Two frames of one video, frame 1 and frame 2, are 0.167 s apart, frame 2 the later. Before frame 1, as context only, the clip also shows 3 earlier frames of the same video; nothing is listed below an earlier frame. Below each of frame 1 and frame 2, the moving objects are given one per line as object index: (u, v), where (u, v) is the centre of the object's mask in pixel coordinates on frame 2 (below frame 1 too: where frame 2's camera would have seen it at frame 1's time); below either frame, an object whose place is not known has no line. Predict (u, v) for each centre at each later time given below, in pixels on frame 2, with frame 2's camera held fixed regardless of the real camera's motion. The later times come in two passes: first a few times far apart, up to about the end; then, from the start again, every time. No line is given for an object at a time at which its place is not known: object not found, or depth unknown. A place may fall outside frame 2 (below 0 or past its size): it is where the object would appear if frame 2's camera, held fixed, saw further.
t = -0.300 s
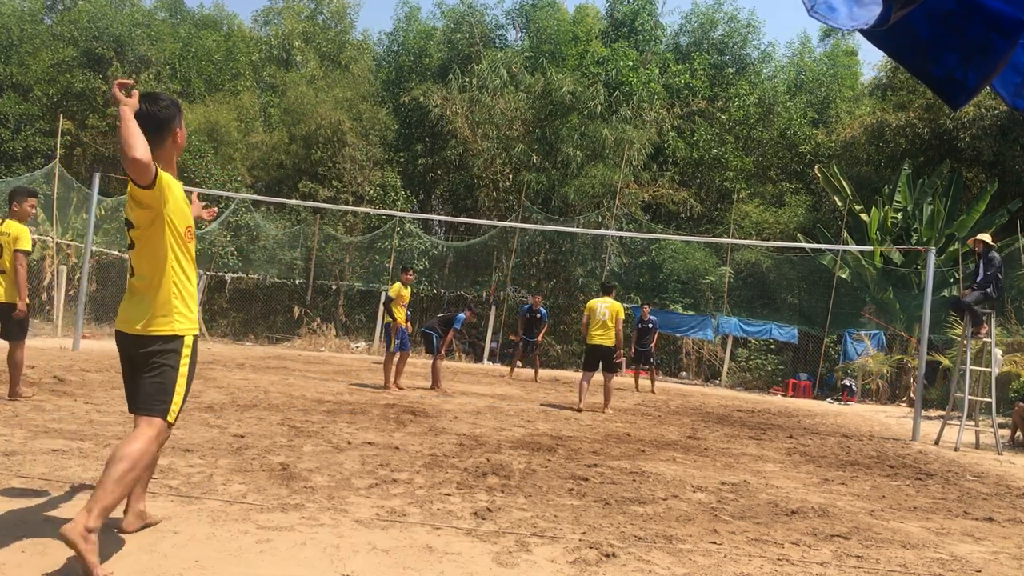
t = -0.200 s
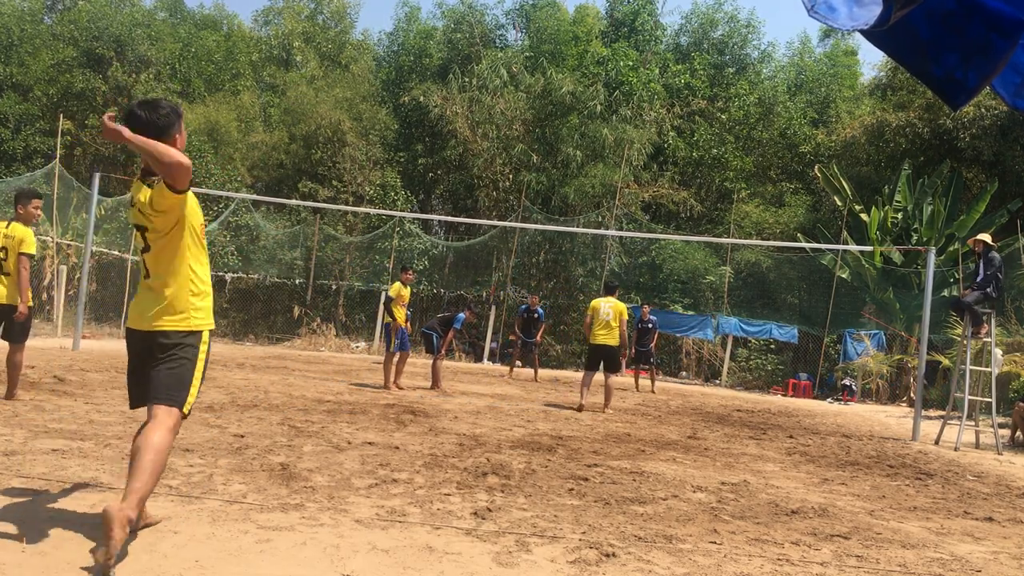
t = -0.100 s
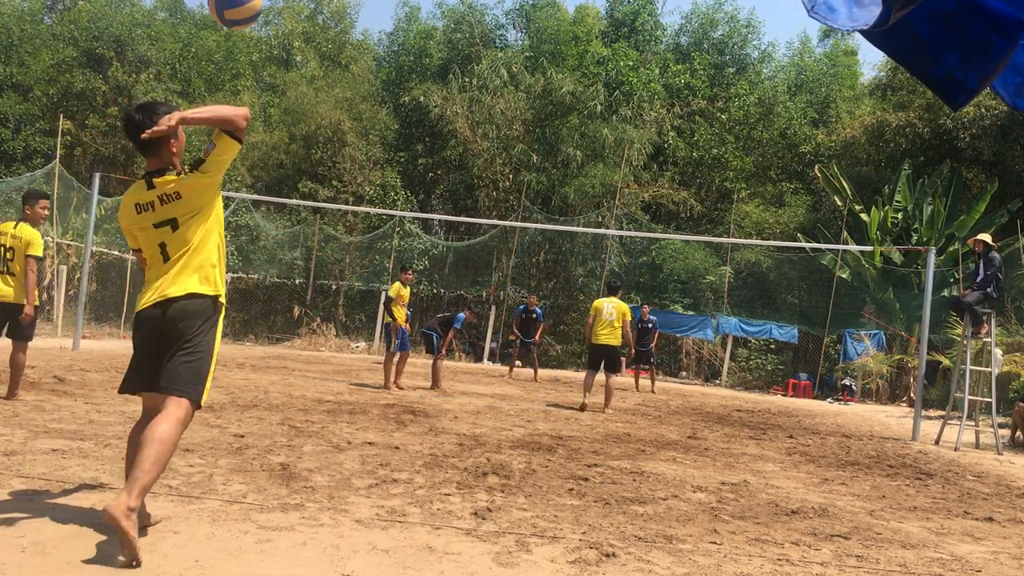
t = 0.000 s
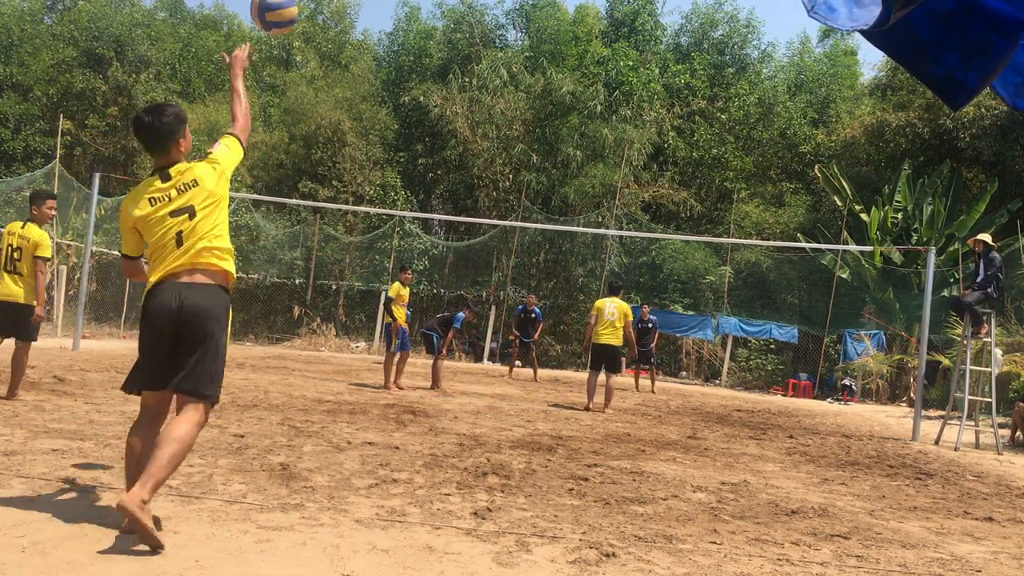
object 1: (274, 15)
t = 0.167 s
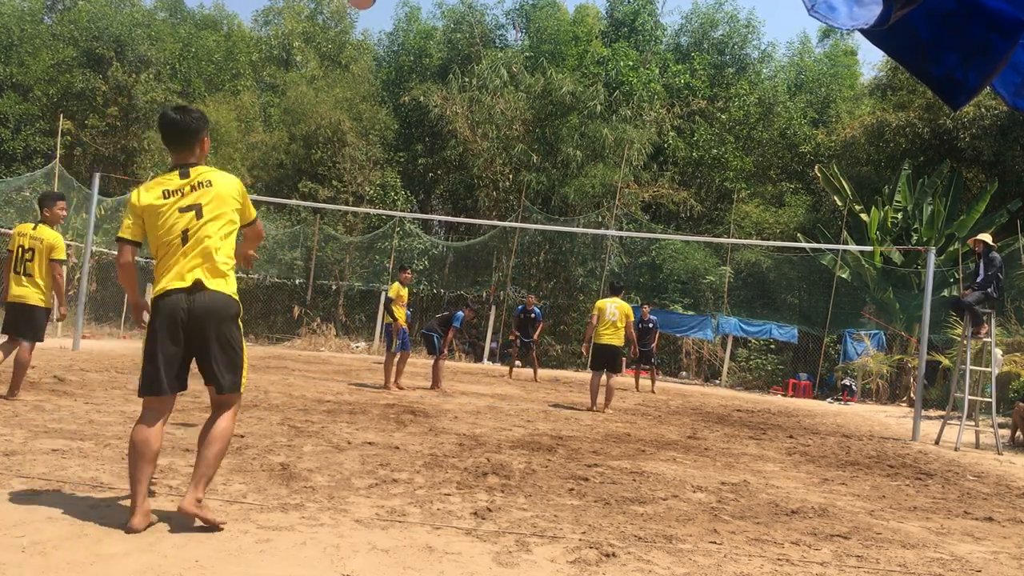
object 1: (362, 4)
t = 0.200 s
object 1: (371, 5)
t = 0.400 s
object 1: (412, 33)
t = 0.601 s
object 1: (435, 90)
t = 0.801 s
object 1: (448, 152)
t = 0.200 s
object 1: (371, 5)
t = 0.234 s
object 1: (380, 6)
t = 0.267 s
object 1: (388, 9)
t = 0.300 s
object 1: (394, 12)
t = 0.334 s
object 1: (400, 19)
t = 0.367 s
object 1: (406, 25)
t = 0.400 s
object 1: (412, 33)
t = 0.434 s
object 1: (416, 42)
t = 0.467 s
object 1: (421, 52)
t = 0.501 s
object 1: (425, 61)
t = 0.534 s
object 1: (428, 70)
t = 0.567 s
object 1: (431, 80)
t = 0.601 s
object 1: (435, 90)
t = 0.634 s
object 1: (437, 100)
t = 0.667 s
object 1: (439, 110)
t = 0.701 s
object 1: (443, 121)
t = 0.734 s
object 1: (444, 132)
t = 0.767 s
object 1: (446, 142)
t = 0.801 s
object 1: (448, 152)
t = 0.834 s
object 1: (449, 162)
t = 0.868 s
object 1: (450, 173)
